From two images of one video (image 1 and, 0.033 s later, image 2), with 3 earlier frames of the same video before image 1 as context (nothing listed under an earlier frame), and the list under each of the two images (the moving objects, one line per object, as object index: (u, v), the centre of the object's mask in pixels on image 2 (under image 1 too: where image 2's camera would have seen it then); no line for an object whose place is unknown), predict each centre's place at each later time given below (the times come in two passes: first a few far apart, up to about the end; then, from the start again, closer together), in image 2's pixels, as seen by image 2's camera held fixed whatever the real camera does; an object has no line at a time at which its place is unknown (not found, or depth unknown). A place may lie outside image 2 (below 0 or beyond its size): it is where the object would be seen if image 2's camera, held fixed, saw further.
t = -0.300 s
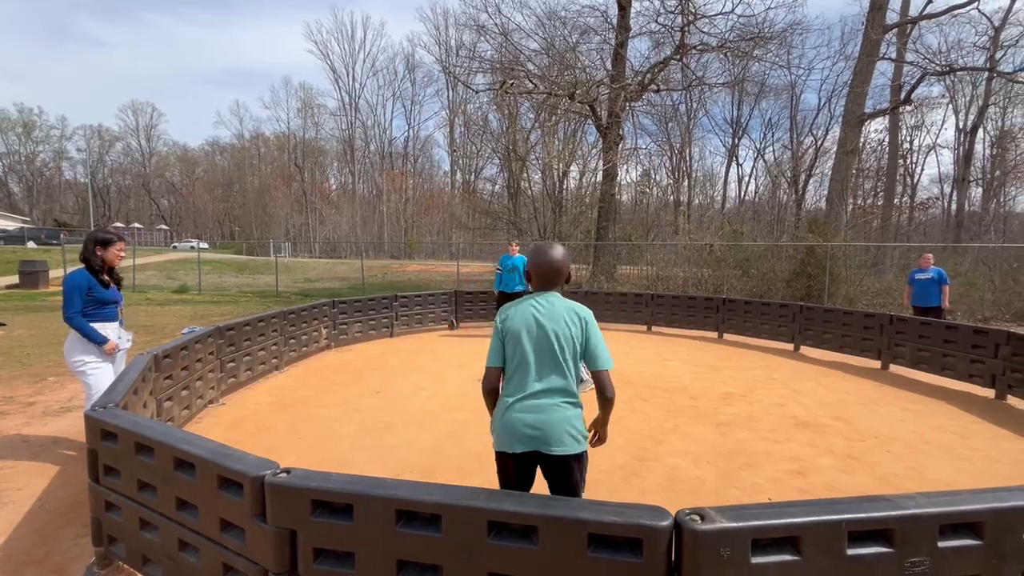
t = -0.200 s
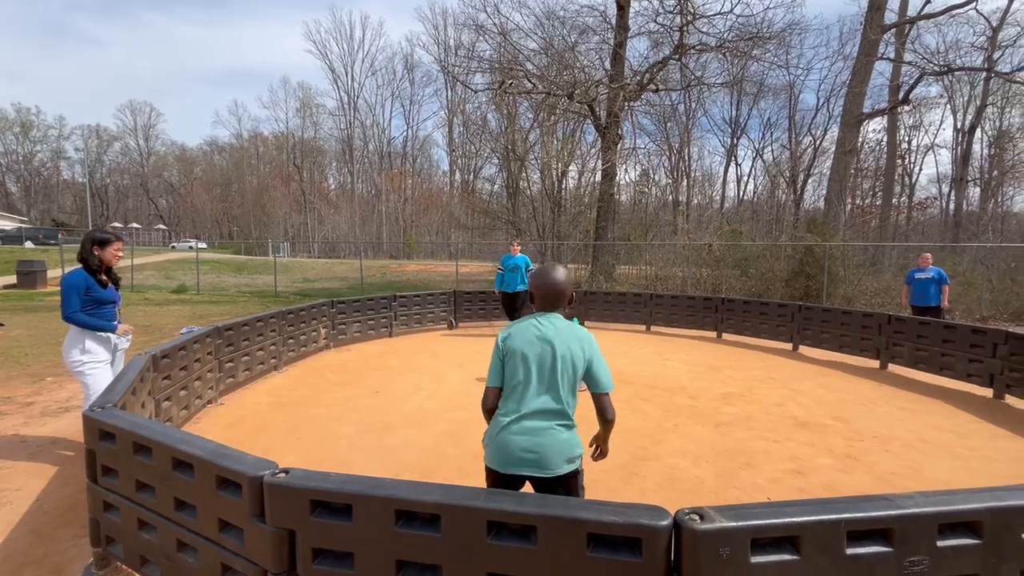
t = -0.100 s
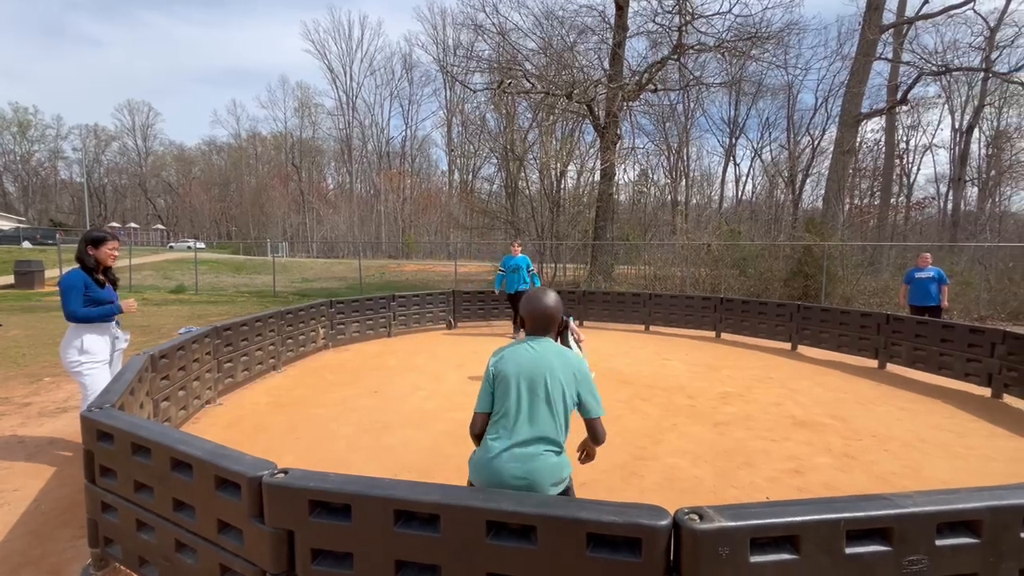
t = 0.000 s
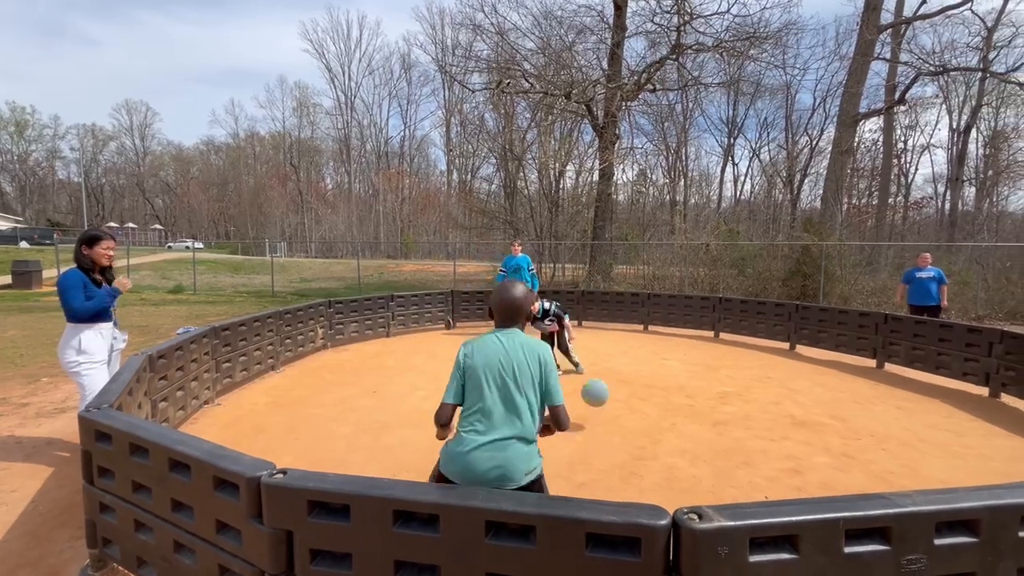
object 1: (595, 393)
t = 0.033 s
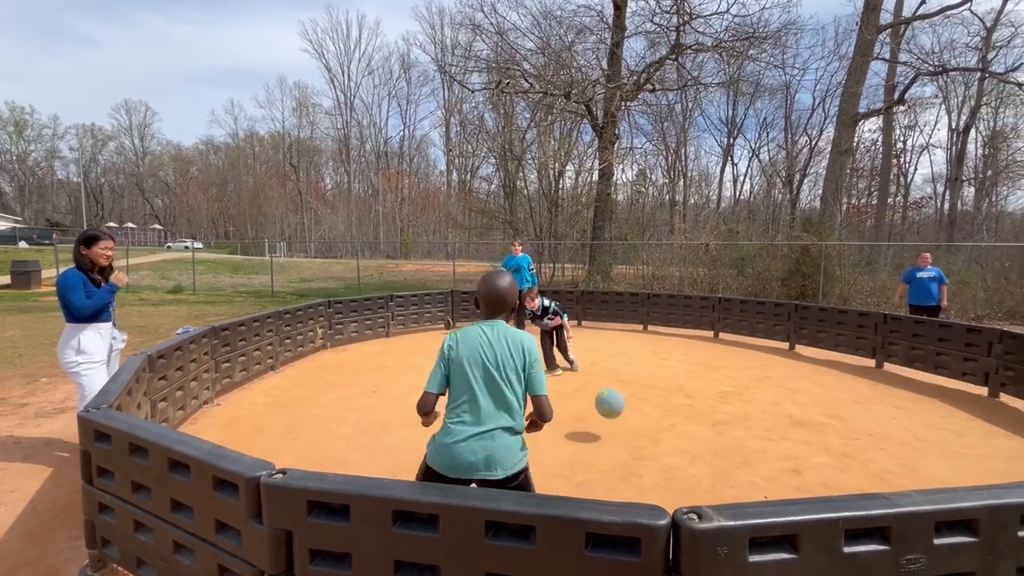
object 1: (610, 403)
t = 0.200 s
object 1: (713, 482)
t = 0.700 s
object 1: (818, 489)
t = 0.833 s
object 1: (778, 479)
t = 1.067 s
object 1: (734, 446)
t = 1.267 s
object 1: (707, 425)
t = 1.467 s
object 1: (687, 407)
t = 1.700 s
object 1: (668, 390)
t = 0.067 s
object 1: (627, 417)
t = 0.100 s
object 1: (646, 434)
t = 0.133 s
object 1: (667, 455)
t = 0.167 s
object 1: (691, 478)
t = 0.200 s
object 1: (713, 482)
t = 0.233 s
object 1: (736, 485)
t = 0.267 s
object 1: (762, 489)
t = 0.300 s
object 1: (789, 492)
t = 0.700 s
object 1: (818, 489)
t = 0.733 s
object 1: (808, 486)
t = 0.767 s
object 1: (798, 483)
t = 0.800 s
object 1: (789, 481)
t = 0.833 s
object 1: (778, 479)
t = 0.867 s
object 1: (769, 478)
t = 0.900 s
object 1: (763, 469)
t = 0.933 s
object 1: (757, 460)
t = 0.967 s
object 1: (750, 454)
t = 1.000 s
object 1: (745, 450)
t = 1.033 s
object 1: (739, 447)
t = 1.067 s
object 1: (734, 446)
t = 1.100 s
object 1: (729, 443)
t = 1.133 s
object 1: (724, 436)
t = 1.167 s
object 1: (720, 431)
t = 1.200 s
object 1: (715, 428)
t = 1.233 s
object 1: (711, 426)
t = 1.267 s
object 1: (707, 425)
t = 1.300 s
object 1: (703, 420)
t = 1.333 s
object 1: (700, 415)
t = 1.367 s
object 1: (696, 412)
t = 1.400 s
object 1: (693, 411)
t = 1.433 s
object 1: (690, 411)
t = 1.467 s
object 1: (687, 407)
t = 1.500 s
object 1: (684, 403)
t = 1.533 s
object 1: (681, 400)
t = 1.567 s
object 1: (678, 399)
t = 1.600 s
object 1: (676, 398)
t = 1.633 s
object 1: (673, 394)
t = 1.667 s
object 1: (671, 392)
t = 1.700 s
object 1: (668, 390)
